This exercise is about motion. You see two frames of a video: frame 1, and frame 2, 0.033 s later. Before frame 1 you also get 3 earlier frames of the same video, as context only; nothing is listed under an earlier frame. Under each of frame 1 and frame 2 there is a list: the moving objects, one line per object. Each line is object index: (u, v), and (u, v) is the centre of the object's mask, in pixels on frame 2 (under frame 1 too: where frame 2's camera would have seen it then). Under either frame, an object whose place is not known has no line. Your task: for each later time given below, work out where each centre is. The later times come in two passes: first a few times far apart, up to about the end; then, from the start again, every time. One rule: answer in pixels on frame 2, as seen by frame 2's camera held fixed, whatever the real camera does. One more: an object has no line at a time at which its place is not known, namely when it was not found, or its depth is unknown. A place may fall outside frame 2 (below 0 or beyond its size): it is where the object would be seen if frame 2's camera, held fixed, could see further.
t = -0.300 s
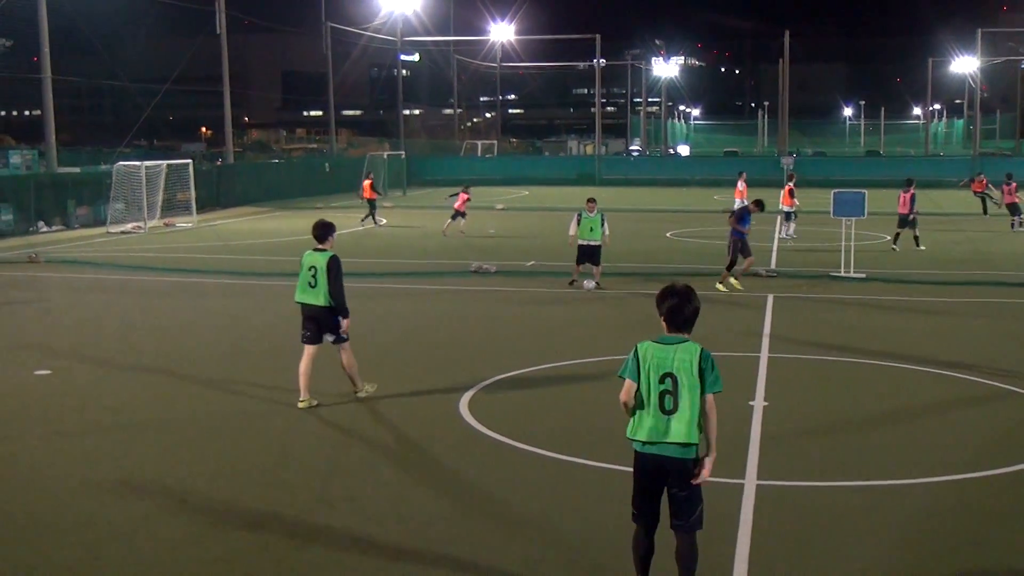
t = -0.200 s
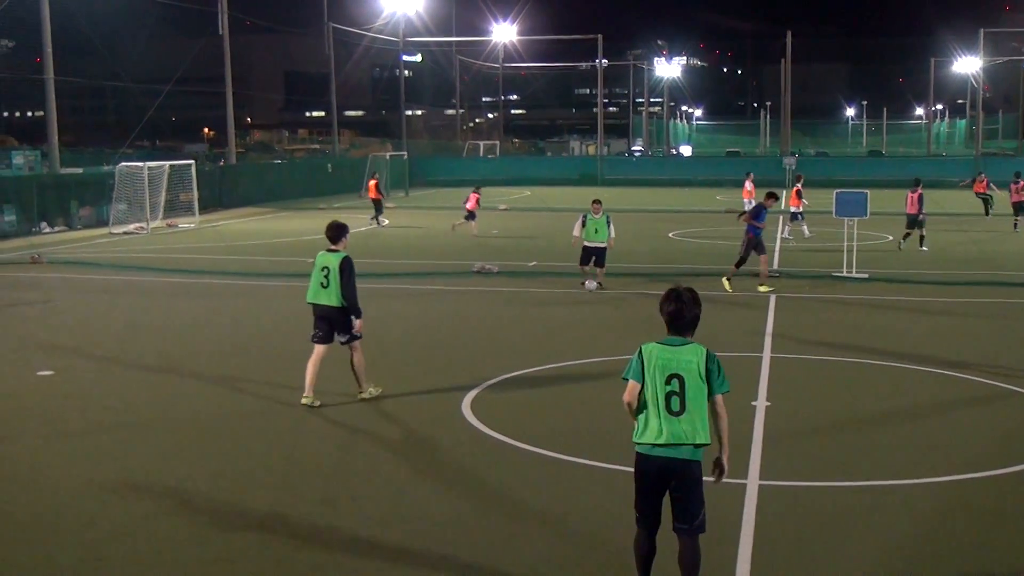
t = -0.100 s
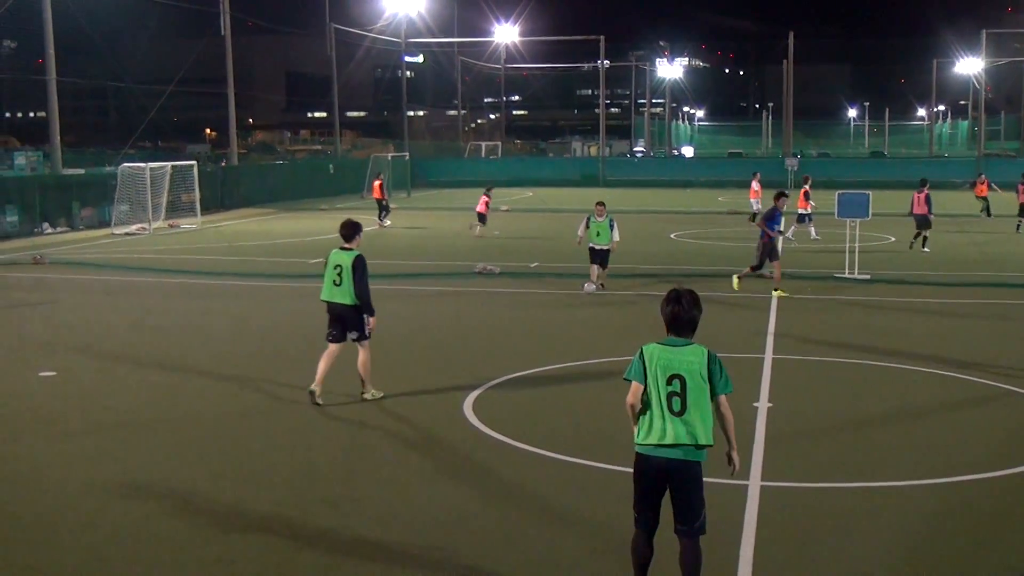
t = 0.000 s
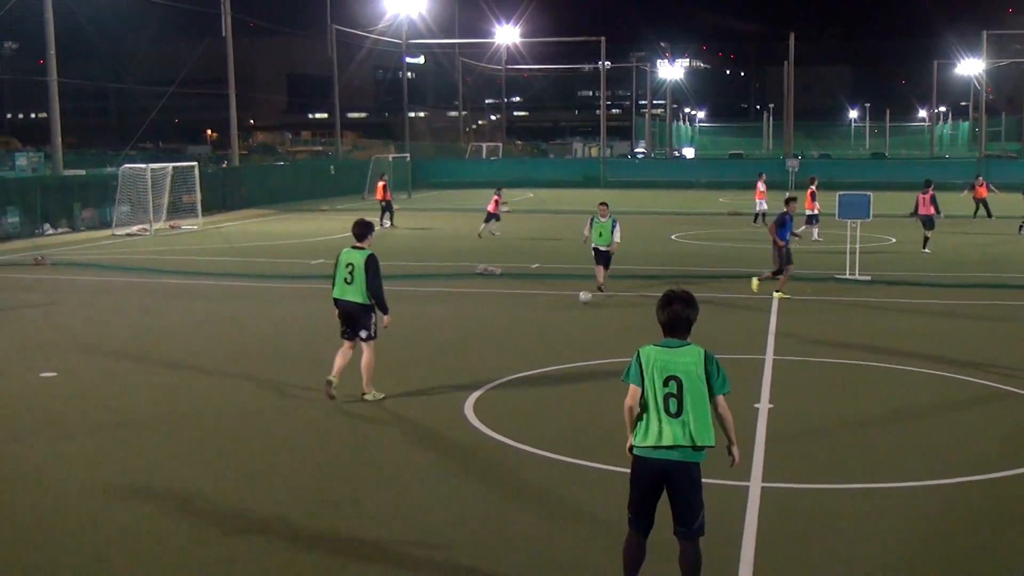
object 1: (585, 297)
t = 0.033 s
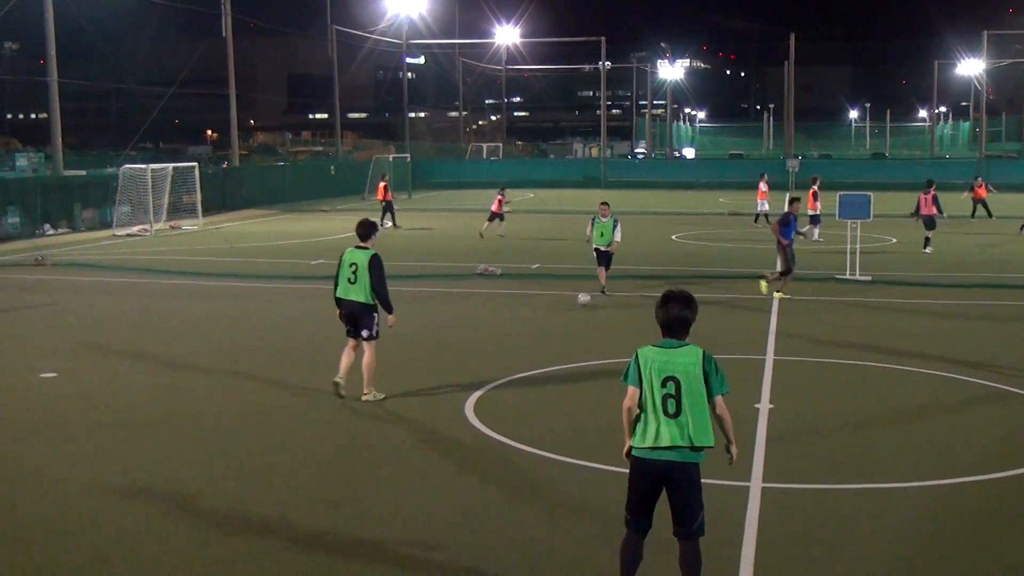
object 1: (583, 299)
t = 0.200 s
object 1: (575, 311)
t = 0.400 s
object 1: (564, 325)
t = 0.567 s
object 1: (556, 337)
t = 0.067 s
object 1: (582, 301)
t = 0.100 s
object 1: (580, 304)
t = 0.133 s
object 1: (578, 306)
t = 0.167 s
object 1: (576, 309)
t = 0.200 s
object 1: (575, 311)
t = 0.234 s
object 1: (573, 313)
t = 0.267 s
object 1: (571, 315)
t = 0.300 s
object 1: (569, 318)
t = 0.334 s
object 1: (568, 320)
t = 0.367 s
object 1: (566, 322)
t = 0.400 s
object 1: (564, 325)
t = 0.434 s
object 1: (562, 327)
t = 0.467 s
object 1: (561, 330)
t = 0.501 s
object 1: (559, 332)
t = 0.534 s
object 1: (558, 334)
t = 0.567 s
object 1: (556, 337)
